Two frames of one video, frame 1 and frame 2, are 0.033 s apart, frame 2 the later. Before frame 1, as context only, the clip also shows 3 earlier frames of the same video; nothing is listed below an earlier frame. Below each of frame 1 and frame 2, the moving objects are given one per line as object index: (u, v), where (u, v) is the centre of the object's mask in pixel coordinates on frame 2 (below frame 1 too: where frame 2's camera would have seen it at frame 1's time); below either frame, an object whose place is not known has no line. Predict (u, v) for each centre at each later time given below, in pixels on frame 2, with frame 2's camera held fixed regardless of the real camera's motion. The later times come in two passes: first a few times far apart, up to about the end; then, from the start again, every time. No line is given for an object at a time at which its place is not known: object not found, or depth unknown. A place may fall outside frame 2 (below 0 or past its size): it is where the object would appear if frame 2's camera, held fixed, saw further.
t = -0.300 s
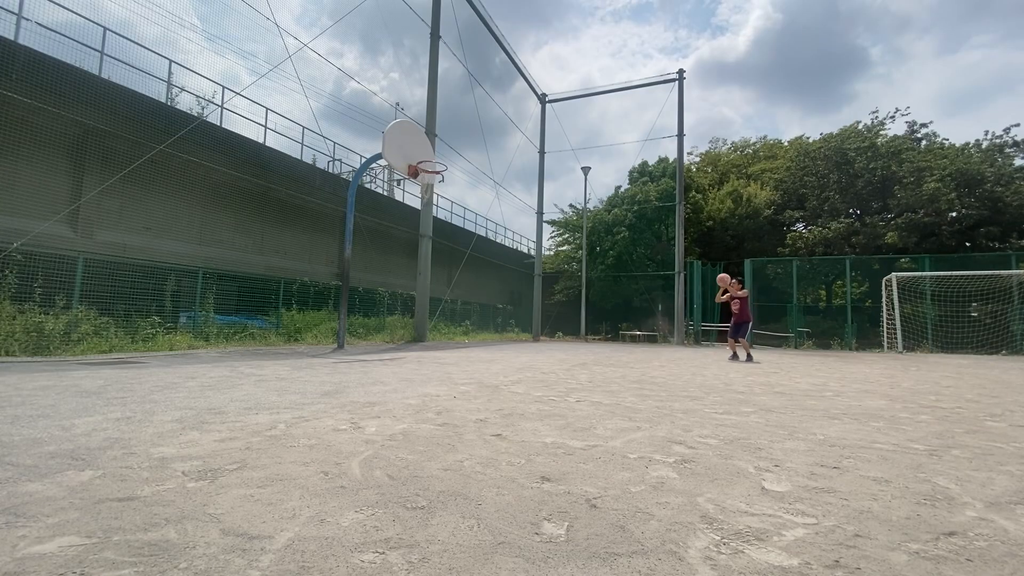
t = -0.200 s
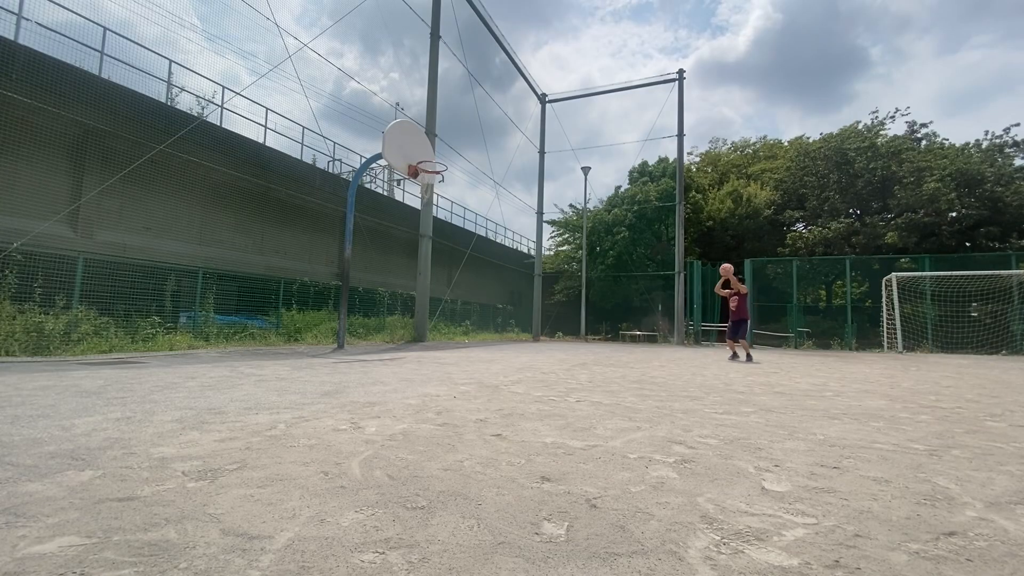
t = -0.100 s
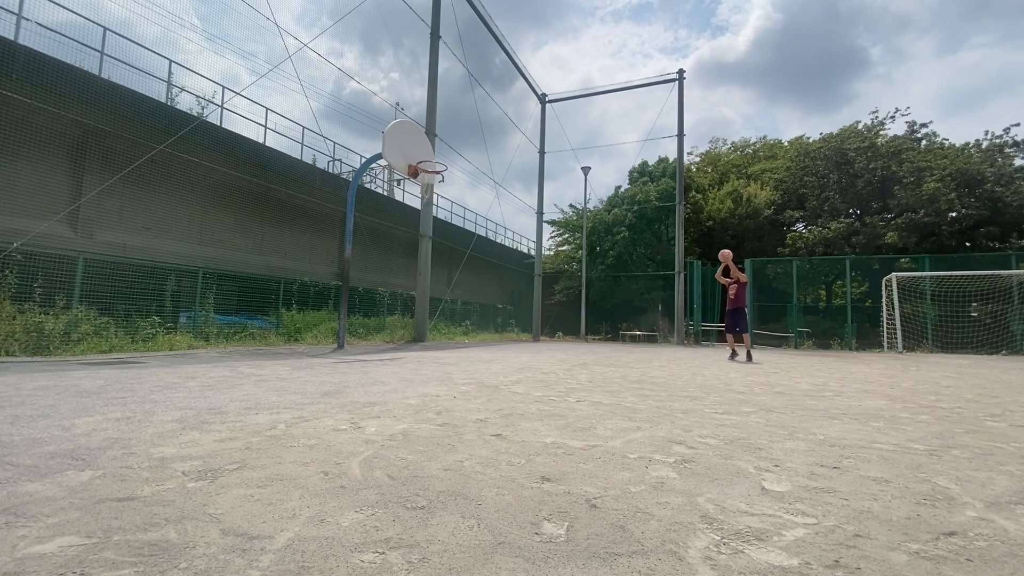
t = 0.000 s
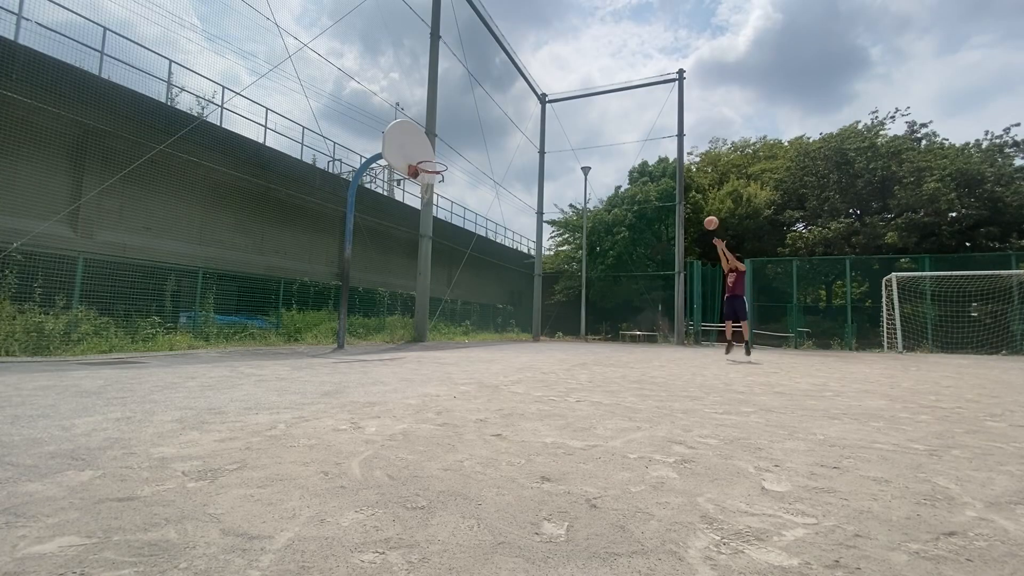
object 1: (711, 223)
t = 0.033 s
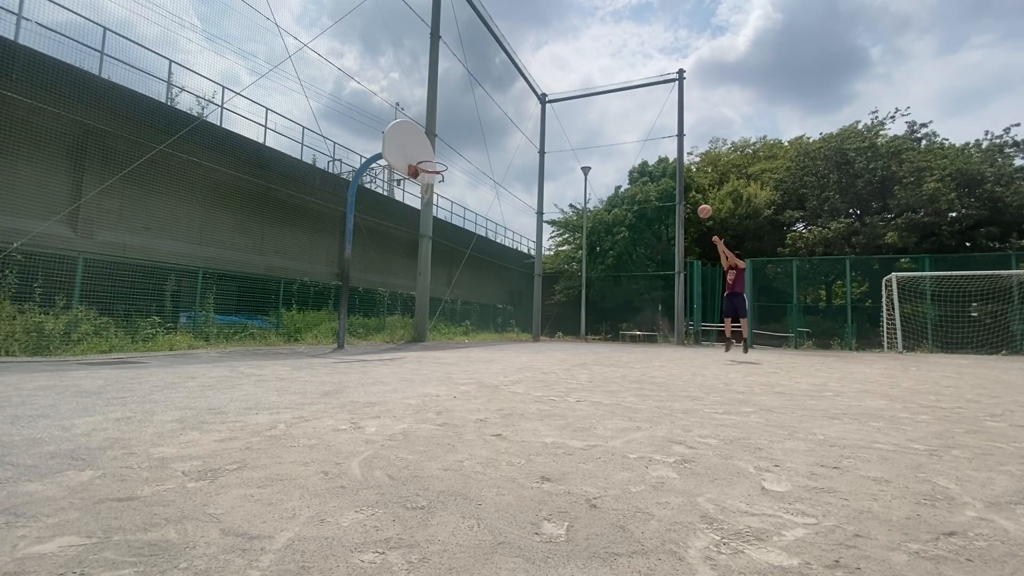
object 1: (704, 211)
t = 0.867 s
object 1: (529, 98)
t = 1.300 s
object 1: (418, 175)
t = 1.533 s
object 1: (405, 175)
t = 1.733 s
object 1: (395, 199)
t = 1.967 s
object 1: (380, 259)
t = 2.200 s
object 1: (365, 345)
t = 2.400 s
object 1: (379, 270)
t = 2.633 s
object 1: (395, 219)
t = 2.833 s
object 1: (406, 204)
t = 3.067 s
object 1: (417, 221)
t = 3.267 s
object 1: (425, 266)
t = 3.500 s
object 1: (432, 352)
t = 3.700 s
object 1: (442, 281)
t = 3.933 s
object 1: (450, 237)
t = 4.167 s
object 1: (455, 232)
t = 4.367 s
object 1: (459, 258)
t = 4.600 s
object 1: (461, 326)
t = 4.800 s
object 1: (466, 309)
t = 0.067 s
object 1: (698, 200)
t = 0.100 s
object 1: (691, 190)
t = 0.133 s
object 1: (684, 180)
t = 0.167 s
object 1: (678, 170)
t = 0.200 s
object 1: (672, 161)
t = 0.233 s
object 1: (665, 153)
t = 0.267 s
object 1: (658, 145)
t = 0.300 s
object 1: (652, 138)
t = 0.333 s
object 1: (645, 131)
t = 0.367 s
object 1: (638, 124)
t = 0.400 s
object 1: (632, 119)
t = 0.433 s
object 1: (625, 114)
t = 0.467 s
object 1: (618, 109)
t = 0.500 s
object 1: (611, 105)
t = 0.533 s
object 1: (604, 101)
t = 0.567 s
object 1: (596, 98)
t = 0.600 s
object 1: (589, 96)
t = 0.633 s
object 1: (582, 94)
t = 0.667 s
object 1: (575, 93)
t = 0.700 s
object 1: (567, 92)
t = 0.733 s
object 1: (560, 92)
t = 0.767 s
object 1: (552, 92)
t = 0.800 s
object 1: (545, 93)
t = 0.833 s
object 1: (538, 95)
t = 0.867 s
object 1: (529, 98)
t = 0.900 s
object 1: (522, 101)
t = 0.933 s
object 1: (514, 104)
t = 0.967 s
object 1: (506, 109)
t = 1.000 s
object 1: (498, 114)
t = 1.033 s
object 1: (489, 119)
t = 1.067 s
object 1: (481, 126)
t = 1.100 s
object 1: (473, 132)
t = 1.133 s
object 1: (464, 140)
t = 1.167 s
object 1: (455, 148)
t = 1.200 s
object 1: (447, 158)
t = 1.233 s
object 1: (438, 166)
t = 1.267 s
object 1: (427, 172)
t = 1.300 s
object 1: (418, 175)
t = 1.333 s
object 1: (415, 174)
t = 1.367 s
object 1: (413, 174)
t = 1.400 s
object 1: (411, 173)
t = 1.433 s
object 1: (410, 172)
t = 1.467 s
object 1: (409, 172)
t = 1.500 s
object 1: (407, 173)
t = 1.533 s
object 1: (405, 175)
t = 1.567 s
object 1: (404, 177)
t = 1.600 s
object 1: (402, 180)
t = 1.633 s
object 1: (400, 183)
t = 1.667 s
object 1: (399, 187)
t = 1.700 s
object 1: (396, 193)
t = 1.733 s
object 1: (395, 199)
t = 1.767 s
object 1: (393, 205)
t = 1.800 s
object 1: (391, 212)
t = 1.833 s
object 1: (389, 220)
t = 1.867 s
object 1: (387, 229)
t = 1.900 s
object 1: (385, 238)
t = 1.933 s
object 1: (383, 248)
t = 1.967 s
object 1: (380, 259)
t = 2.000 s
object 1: (378, 271)
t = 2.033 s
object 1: (376, 284)
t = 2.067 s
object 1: (373, 297)
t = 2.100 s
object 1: (370, 311)
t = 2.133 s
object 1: (368, 326)
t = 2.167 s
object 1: (365, 342)
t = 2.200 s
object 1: (365, 345)
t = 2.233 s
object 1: (367, 330)
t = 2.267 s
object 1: (370, 316)
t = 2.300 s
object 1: (372, 303)
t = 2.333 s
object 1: (375, 292)
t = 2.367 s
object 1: (377, 280)
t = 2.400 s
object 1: (379, 270)
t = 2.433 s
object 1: (382, 260)
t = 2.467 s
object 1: (384, 252)
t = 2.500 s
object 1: (386, 244)
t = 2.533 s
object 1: (389, 236)
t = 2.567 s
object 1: (391, 230)
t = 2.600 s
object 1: (393, 224)
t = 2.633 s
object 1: (395, 219)
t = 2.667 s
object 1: (397, 214)
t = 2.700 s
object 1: (399, 211)
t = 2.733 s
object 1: (401, 208)
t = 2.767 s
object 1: (402, 206)
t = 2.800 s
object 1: (404, 205)
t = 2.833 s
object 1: (406, 204)
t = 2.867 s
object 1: (407, 204)
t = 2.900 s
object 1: (409, 206)
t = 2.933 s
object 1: (410, 207)
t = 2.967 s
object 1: (412, 210)
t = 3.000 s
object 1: (414, 213)
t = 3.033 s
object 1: (416, 216)
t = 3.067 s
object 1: (417, 221)
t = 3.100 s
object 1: (418, 227)
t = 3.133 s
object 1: (420, 233)
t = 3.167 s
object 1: (421, 240)
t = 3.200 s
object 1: (423, 248)
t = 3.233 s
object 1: (424, 256)
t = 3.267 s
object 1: (425, 266)
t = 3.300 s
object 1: (426, 276)
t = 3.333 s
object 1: (427, 287)
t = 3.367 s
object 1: (428, 299)
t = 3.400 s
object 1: (429, 312)
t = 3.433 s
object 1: (430, 326)
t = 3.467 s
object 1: (431, 340)
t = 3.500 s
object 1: (432, 352)
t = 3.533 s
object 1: (434, 337)
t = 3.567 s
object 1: (436, 324)
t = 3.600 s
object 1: (437, 313)
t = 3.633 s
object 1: (439, 301)
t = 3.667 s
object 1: (440, 291)
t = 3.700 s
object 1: (442, 281)
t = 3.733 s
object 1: (443, 272)
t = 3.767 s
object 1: (444, 264)
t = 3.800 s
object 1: (445, 257)
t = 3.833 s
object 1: (446, 251)
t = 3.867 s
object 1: (448, 245)
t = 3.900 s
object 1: (449, 241)
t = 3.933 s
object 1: (450, 237)
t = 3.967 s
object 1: (451, 233)
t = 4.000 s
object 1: (452, 231)
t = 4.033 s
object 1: (452, 230)
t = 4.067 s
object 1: (453, 230)
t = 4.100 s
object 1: (454, 230)
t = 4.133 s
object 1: (454, 231)
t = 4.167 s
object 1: (455, 232)
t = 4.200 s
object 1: (456, 234)
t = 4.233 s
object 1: (457, 237)
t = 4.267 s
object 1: (457, 241)
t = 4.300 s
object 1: (458, 246)
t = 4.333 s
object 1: (459, 251)
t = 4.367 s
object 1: (459, 258)
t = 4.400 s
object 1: (459, 265)
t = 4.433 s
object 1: (460, 273)
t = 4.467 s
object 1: (460, 282)
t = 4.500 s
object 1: (460, 291)
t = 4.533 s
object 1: (461, 302)
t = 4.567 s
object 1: (460, 313)
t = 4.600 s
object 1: (461, 326)
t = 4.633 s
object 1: (461, 339)
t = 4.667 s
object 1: (460, 353)
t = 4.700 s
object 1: (461, 343)
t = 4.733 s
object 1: (463, 331)
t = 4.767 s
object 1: (465, 320)
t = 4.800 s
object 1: (466, 309)
